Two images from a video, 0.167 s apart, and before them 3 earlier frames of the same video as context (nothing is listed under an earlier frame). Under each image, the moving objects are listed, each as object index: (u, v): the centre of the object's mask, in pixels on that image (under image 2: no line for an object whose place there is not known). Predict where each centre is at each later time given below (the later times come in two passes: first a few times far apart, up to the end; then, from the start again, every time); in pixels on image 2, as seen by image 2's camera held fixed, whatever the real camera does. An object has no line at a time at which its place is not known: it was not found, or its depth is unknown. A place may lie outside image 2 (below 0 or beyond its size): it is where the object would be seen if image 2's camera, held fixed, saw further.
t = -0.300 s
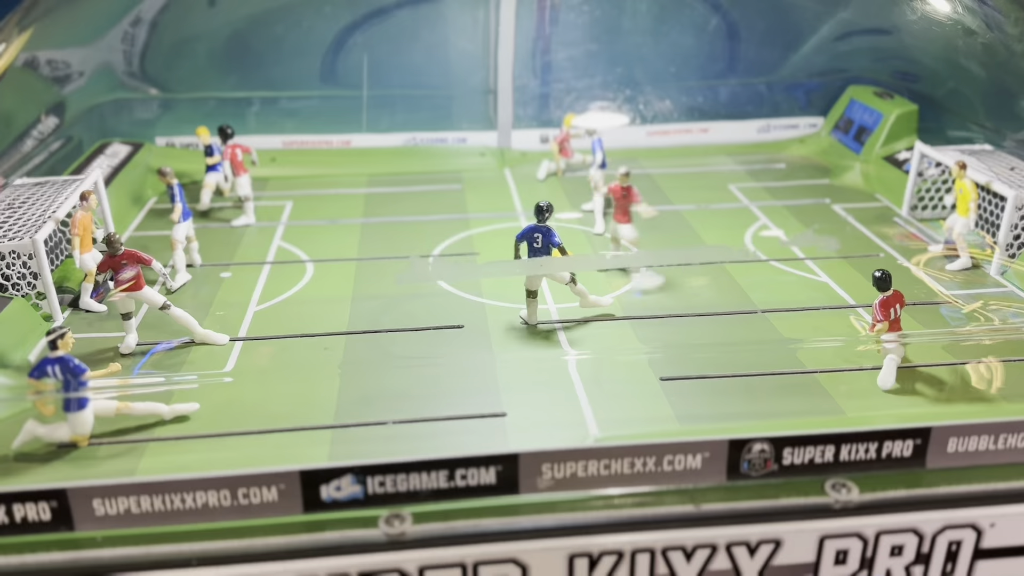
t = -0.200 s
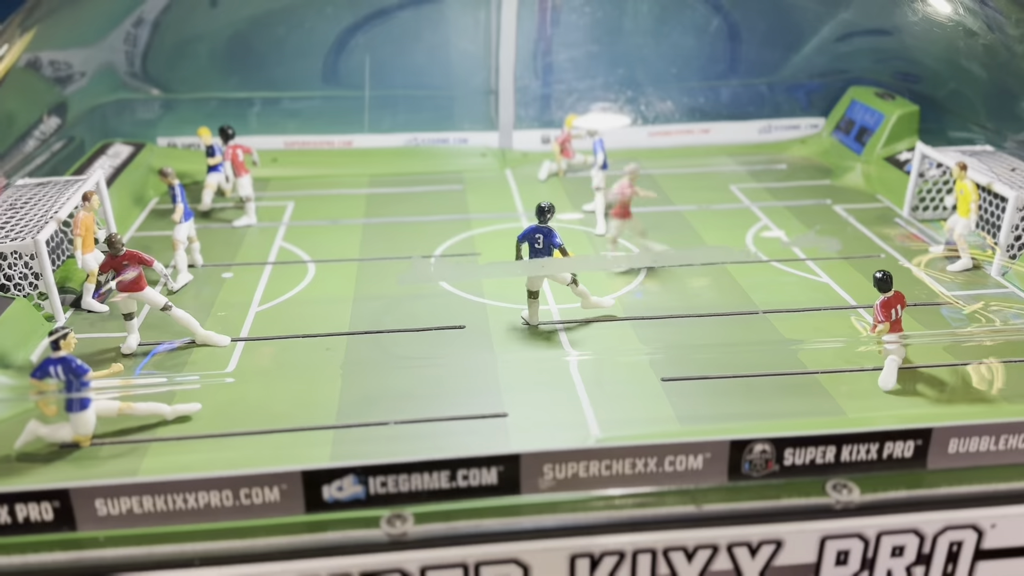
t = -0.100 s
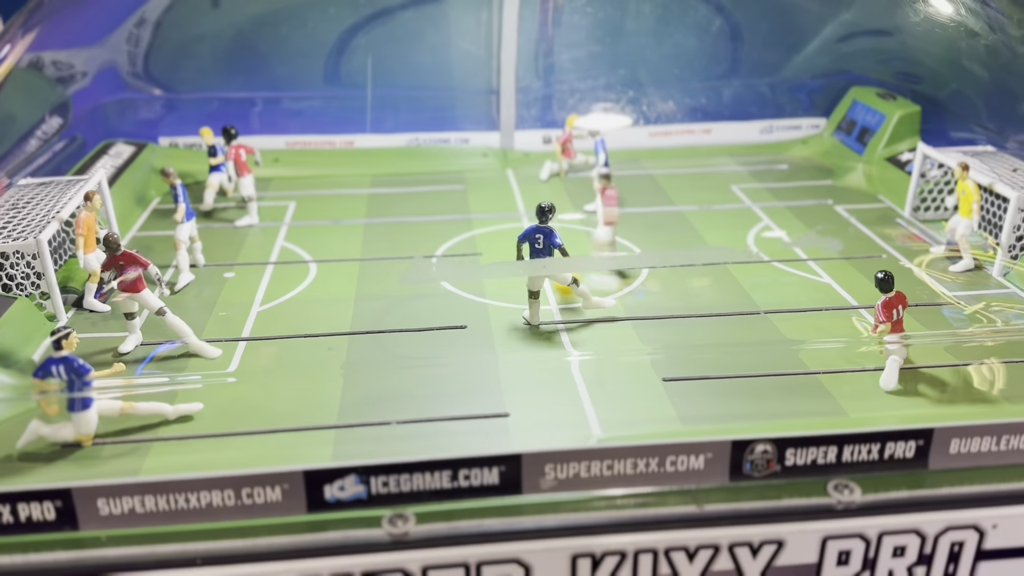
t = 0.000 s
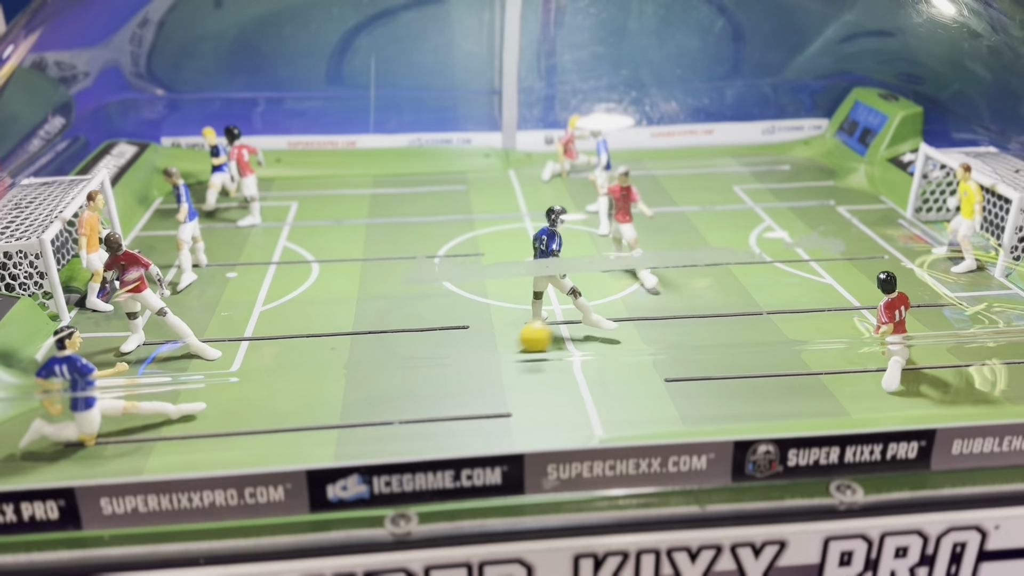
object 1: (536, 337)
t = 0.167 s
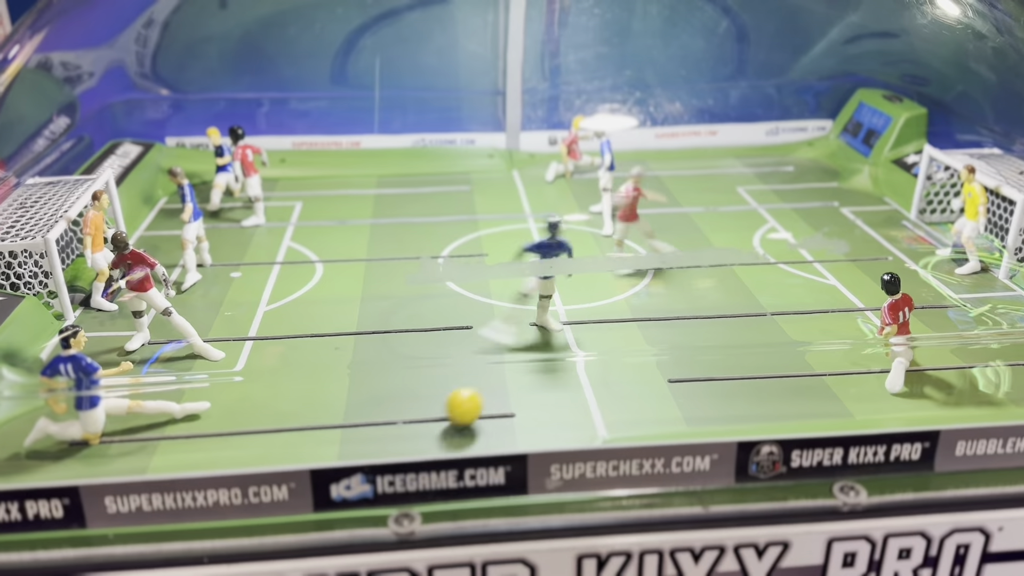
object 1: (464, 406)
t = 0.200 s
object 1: (450, 418)
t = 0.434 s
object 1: (364, 452)
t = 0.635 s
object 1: (316, 442)
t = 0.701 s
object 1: (302, 436)
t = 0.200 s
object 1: (450, 418)
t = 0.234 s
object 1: (436, 429)
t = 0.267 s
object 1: (422, 438)
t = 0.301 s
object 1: (410, 444)
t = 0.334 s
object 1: (396, 449)
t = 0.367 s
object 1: (385, 450)
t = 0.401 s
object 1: (374, 451)
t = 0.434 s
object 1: (364, 452)
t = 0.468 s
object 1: (356, 452)
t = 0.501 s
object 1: (346, 451)
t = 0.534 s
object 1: (338, 450)
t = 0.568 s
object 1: (331, 447)
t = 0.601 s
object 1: (324, 444)
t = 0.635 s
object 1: (316, 442)
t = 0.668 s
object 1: (309, 440)
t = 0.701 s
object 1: (302, 436)
